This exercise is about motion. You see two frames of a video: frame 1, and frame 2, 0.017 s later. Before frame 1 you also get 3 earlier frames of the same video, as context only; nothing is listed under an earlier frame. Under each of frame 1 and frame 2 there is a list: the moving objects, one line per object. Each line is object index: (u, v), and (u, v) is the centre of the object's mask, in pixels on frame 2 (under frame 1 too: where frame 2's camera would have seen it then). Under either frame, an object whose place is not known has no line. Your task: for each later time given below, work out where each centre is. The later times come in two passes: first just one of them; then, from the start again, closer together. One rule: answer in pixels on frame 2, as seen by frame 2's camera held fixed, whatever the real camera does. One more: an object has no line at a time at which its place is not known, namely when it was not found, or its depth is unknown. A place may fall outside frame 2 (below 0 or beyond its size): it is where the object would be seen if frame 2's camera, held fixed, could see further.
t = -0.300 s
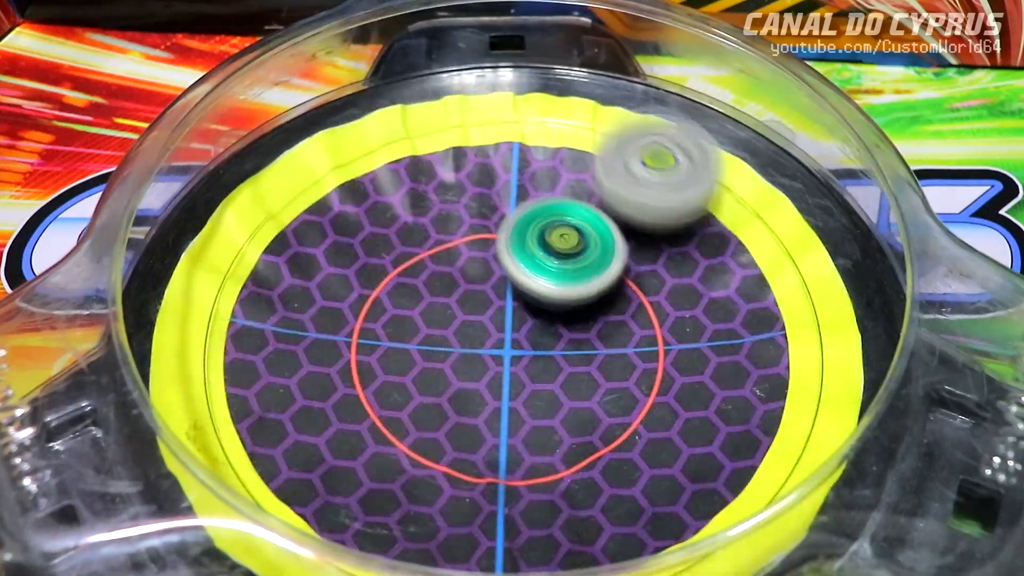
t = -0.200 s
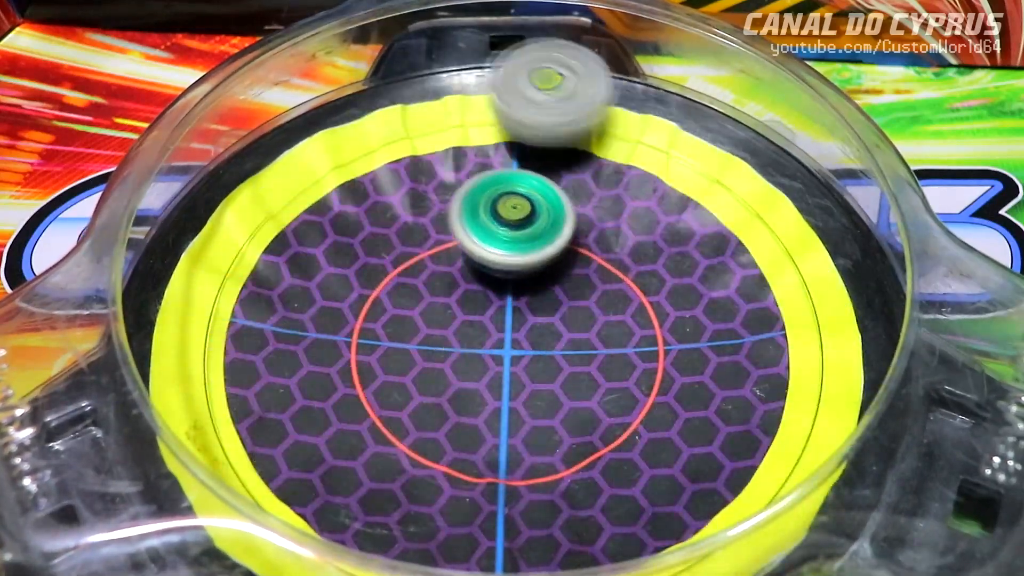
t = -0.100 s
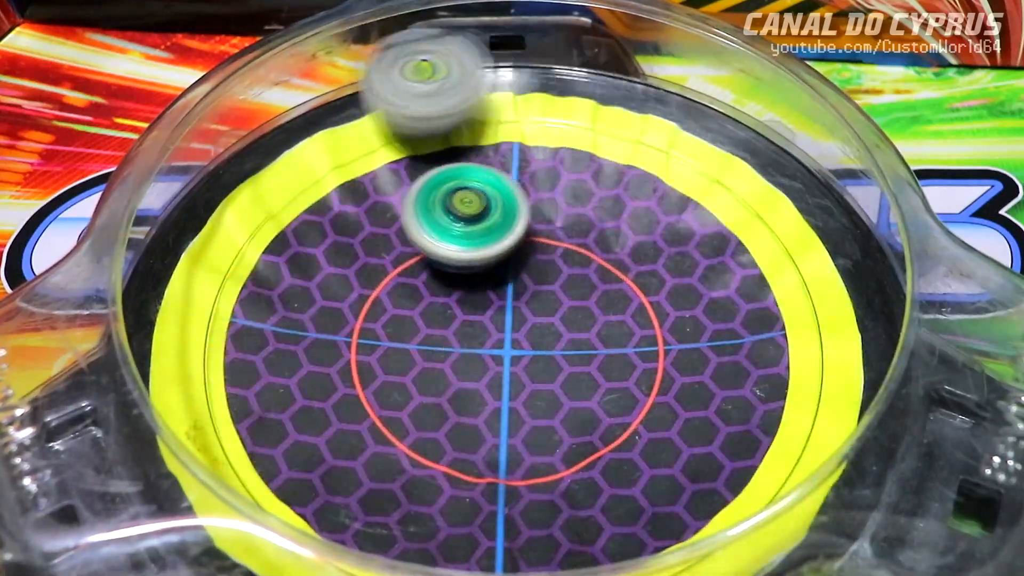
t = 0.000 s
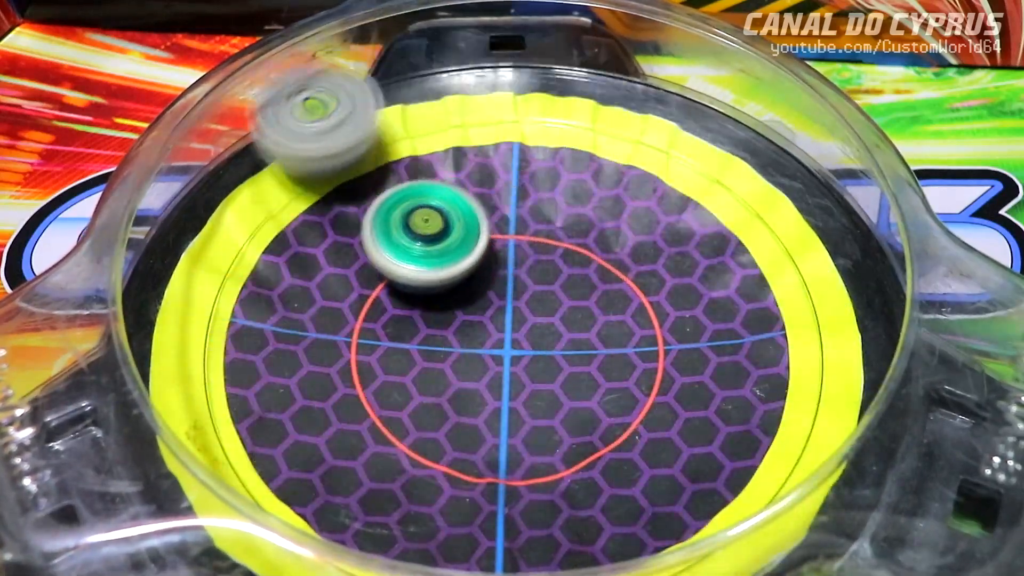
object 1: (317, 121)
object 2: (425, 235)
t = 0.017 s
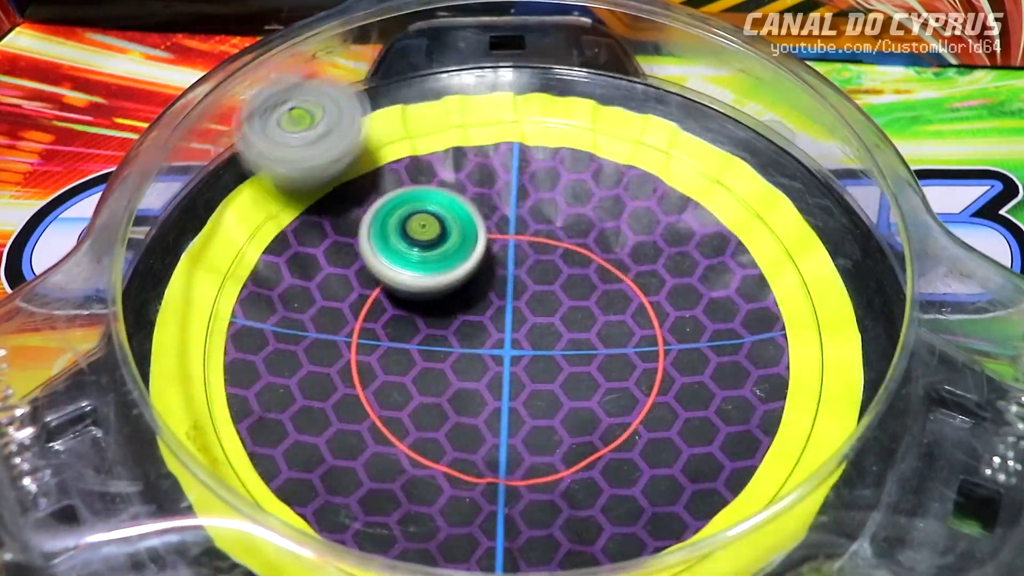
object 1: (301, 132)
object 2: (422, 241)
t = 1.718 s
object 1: (477, 309)
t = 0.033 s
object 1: (287, 144)
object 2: (421, 247)
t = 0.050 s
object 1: (276, 157)
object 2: (420, 252)
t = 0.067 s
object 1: (266, 172)
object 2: (421, 258)
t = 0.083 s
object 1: (255, 186)
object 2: (422, 262)
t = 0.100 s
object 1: (246, 204)
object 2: (424, 267)
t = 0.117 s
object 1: (240, 224)
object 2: (426, 271)
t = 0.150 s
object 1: (238, 263)
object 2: (432, 280)
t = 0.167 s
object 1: (241, 287)
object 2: (436, 285)
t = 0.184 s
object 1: (250, 313)
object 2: (441, 290)
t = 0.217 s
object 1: (274, 347)
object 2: (453, 298)
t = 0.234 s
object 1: (287, 370)
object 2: (460, 303)
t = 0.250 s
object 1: (303, 385)
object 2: (466, 306)
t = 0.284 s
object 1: (346, 414)
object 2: (481, 312)
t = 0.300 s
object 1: (369, 429)
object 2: (488, 315)
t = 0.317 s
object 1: (396, 435)
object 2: (496, 316)
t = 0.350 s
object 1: (452, 452)
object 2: (511, 319)
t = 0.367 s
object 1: (479, 454)
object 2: (519, 319)
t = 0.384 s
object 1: (508, 451)
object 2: (526, 318)
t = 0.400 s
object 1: (537, 453)
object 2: (531, 317)
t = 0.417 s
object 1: (564, 456)
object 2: (537, 317)
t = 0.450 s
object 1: (610, 435)
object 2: (549, 311)
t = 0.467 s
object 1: (633, 429)
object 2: (555, 309)
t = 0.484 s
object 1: (654, 426)
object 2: (559, 306)
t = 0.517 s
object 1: (691, 407)
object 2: (567, 297)
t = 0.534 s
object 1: (705, 394)
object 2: (570, 292)
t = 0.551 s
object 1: (719, 382)
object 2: (572, 287)
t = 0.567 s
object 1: (730, 368)
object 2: (574, 282)
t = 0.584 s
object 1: (741, 353)
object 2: (575, 277)
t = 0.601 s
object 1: (747, 342)
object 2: (574, 272)
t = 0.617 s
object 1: (754, 326)
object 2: (573, 268)
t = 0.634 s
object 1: (757, 312)
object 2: (571, 264)
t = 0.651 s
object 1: (756, 296)
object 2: (567, 262)
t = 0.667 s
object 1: (755, 281)
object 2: (564, 261)
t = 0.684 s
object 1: (750, 264)
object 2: (561, 260)
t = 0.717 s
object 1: (736, 239)
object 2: (556, 261)
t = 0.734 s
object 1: (725, 225)
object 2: (553, 260)
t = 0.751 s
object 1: (712, 216)
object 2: (550, 260)
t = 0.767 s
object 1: (699, 210)
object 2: (547, 260)
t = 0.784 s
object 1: (686, 205)
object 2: (543, 262)
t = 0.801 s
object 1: (670, 196)
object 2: (539, 262)
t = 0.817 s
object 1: (653, 193)
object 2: (535, 263)
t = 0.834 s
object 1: (637, 194)
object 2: (531, 264)
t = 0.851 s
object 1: (622, 191)
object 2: (525, 268)
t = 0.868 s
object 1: (614, 185)
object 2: (510, 277)
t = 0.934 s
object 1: (584, 166)
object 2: (456, 318)
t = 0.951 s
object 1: (575, 162)
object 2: (447, 327)
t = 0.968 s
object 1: (565, 162)
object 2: (441, 335)
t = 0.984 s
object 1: (554, 162)
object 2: (436, 344)
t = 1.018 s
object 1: (531, 168)
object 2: (434, 360)
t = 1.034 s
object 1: (519, 174)
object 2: (435, 367)
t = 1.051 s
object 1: (507, 178)
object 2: (439, 374)
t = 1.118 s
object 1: (459, 208)
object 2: (465, 400)
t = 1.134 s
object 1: (448, 218)
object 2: (472, 405)
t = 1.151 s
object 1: (440, 227)
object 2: (480, 409)
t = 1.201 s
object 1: (417, 263)
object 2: (501, 420)
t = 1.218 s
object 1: (412, 273)
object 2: (506, 421)
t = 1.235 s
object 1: (407, 287)
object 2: (511, 421)
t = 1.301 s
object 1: (404, 335)
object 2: (530, 415)
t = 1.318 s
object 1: (408, 345)
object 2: (534, 413)
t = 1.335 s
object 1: (408, 355)
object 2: (543, 414)
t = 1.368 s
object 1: (398, 364)
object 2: (571, 420)
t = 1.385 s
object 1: (396, 369)
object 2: (582, 422)
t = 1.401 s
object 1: (395, 369)
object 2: (591, 422)
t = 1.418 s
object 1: (395, 372)
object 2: (599, 421)
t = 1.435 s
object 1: (395, 376)
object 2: (605, 419)
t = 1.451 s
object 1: (398, 373)
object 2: (610, 416)
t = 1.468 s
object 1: (401, 372)
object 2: (614, 411)
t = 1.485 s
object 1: (404, 374)
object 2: (618, 407)
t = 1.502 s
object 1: (411, 373)
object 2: (621, 402)
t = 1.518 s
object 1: (418, 372)
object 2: (623, 396)
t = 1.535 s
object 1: (425, 374)
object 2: (624, 392)
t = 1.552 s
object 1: (435, 369)
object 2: (624, 386)
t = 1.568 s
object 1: (444, 366)
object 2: (623, 381)
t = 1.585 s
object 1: (453, 366)
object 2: (622, 375)
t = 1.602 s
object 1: (465, 359)
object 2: (620, 369)
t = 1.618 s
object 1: (471, 352)
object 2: (623, 365)
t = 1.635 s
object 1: (470, 348)
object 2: (630, 361)
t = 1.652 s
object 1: (471, 339)
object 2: (636, 356)
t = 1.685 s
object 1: (474, 323)
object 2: (641, 346)
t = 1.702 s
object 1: (475, 315)
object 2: (641, 341)
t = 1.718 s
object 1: (477, 309)
